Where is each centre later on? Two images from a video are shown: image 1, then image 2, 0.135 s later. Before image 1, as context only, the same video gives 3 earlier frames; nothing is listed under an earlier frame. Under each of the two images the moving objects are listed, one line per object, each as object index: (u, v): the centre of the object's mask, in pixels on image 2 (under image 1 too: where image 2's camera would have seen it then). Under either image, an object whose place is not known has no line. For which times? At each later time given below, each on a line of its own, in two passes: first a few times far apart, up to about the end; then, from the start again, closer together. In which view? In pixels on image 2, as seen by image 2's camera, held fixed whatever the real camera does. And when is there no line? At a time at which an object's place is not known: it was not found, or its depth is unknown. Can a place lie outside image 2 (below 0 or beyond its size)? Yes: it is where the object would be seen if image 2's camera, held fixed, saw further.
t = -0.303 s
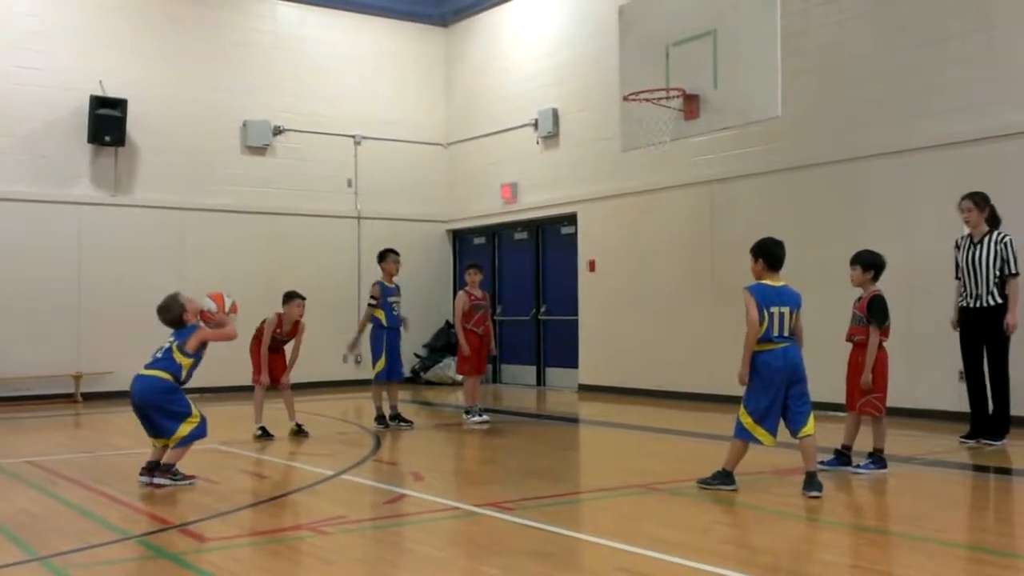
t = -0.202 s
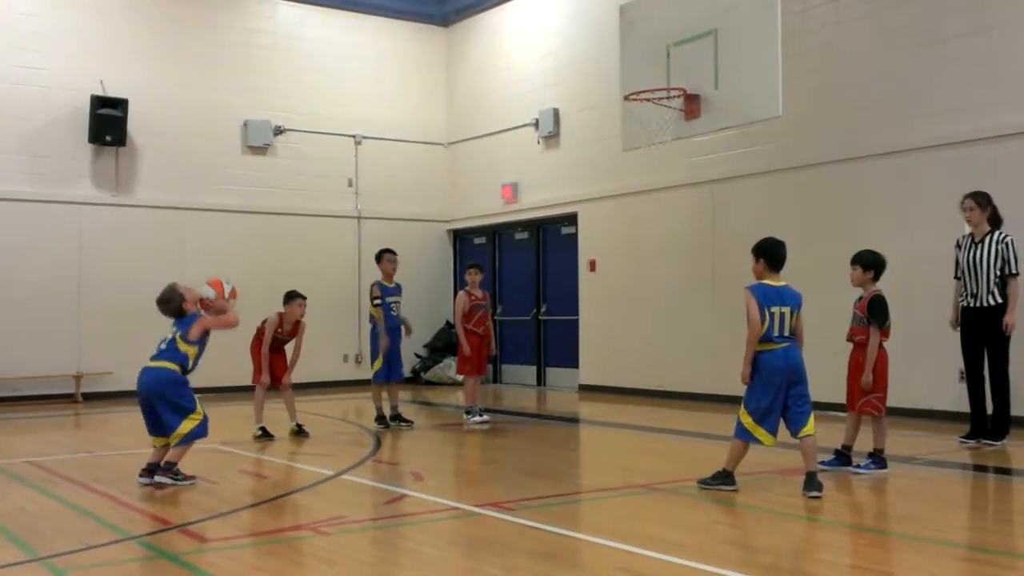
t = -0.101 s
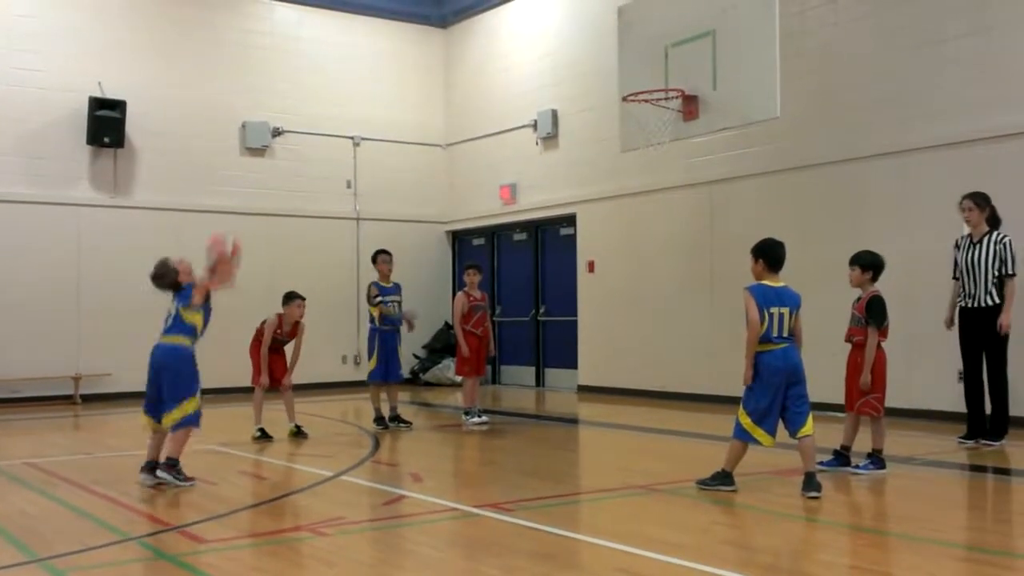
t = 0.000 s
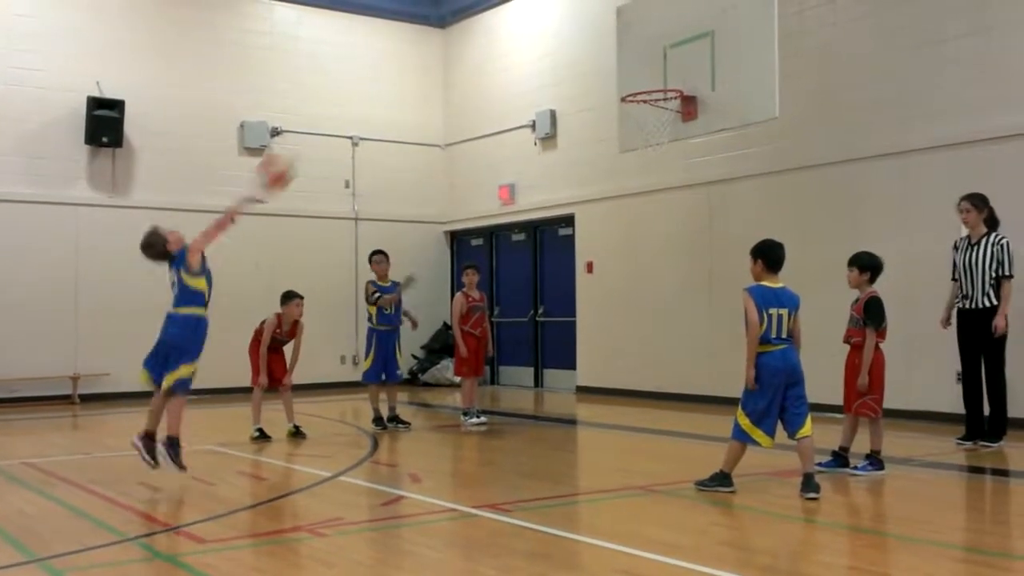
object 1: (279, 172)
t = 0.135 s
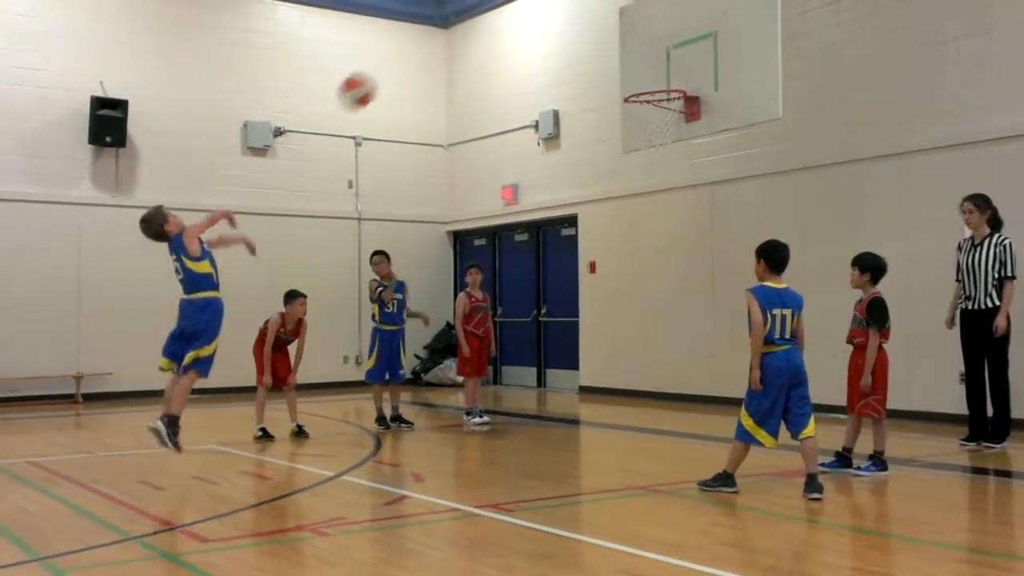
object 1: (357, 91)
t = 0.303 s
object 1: (447, 34)
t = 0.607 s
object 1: (583, 41)
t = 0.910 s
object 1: (682, 59)
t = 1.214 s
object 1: (670, 53)
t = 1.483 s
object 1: (659, 163)
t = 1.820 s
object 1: (646, 428)
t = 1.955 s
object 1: (654, 318)
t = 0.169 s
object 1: (376, 75)
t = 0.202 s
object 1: (394, 63)
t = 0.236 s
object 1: (413, 51)
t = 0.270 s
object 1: (429, 42)
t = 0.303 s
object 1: (447, 34)
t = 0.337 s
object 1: (463, 28)
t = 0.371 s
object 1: (479, 25)
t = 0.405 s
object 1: (496, 22)
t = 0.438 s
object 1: (511, 22)
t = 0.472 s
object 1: (526, 23)
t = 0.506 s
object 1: (541, 25)
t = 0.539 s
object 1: (555, 29)
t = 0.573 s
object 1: (568, 34)
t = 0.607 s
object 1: (583, 41)
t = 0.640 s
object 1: (597, 49)
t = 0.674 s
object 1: (611, 59)
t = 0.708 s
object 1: (623, 70)
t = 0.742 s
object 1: (637, 81)
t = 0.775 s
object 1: (647, 81)
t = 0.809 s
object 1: (655, 74)
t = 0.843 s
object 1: (664, 68)
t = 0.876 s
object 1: (674, 64)
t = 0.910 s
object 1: (682, 59)
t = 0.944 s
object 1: (681, 52)
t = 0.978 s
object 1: (680, 47)
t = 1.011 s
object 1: (680, 44)
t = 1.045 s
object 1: (678, 42)
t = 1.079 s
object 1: (676, 41)
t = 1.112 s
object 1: (675, 42)
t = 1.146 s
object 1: (674, 44)
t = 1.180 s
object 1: (673, 48)
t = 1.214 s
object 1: (670, 53)
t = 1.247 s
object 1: (669, 61)
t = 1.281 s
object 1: (668, 70)
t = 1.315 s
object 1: (666, 81)
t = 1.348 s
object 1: (665, 94)
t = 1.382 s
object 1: (664, 108)
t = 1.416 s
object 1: (663, 124)
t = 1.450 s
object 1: (661, 145)
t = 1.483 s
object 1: (659, 163)
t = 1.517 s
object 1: (657, 183)
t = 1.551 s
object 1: (658, 209)
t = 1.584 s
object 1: (656, 235)
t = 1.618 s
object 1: (655, 266)
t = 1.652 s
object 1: (653, 294)
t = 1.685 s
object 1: (652, 329)
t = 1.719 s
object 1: (649, 364)
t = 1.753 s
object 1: (647, 402)
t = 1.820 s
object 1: (646, 428)
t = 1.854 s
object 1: (647, 400)
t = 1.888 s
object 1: (651, 369)
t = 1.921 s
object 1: (652, 344)
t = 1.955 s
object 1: (654, 318)
